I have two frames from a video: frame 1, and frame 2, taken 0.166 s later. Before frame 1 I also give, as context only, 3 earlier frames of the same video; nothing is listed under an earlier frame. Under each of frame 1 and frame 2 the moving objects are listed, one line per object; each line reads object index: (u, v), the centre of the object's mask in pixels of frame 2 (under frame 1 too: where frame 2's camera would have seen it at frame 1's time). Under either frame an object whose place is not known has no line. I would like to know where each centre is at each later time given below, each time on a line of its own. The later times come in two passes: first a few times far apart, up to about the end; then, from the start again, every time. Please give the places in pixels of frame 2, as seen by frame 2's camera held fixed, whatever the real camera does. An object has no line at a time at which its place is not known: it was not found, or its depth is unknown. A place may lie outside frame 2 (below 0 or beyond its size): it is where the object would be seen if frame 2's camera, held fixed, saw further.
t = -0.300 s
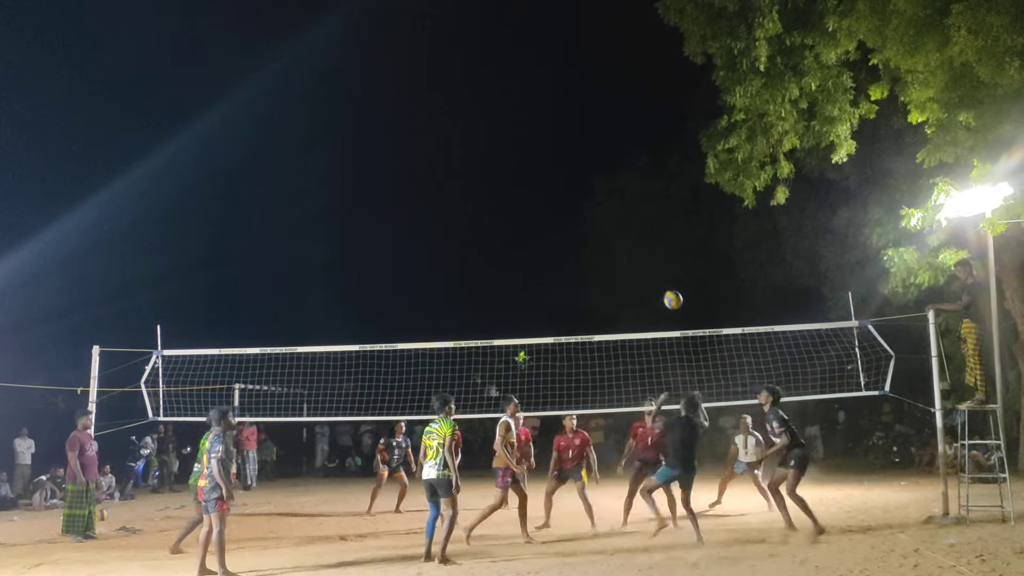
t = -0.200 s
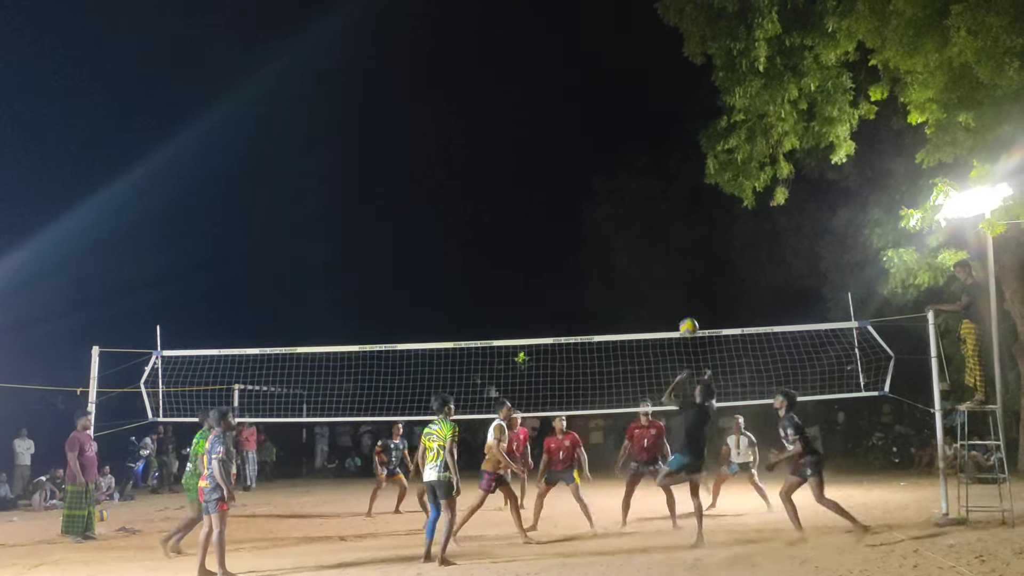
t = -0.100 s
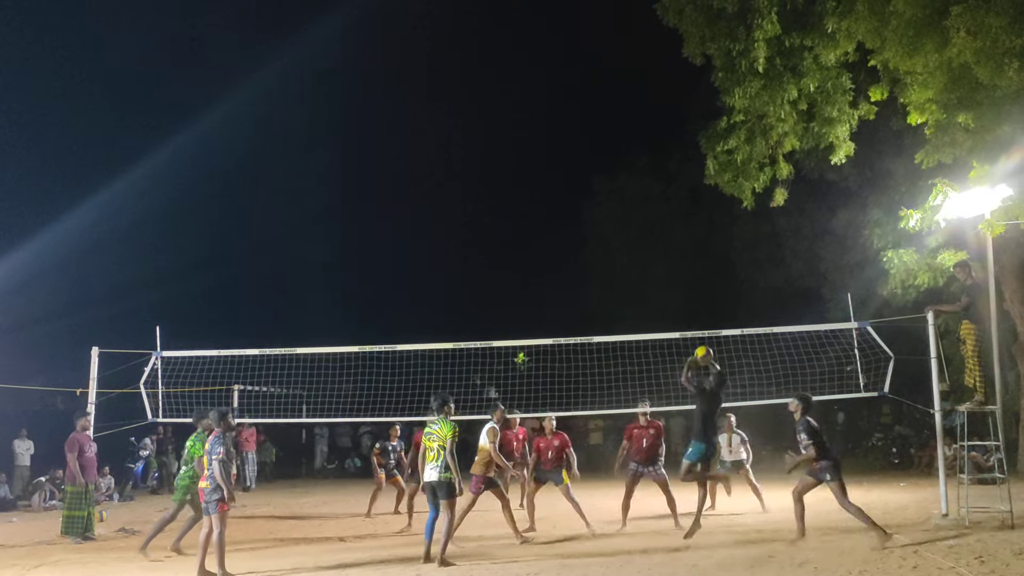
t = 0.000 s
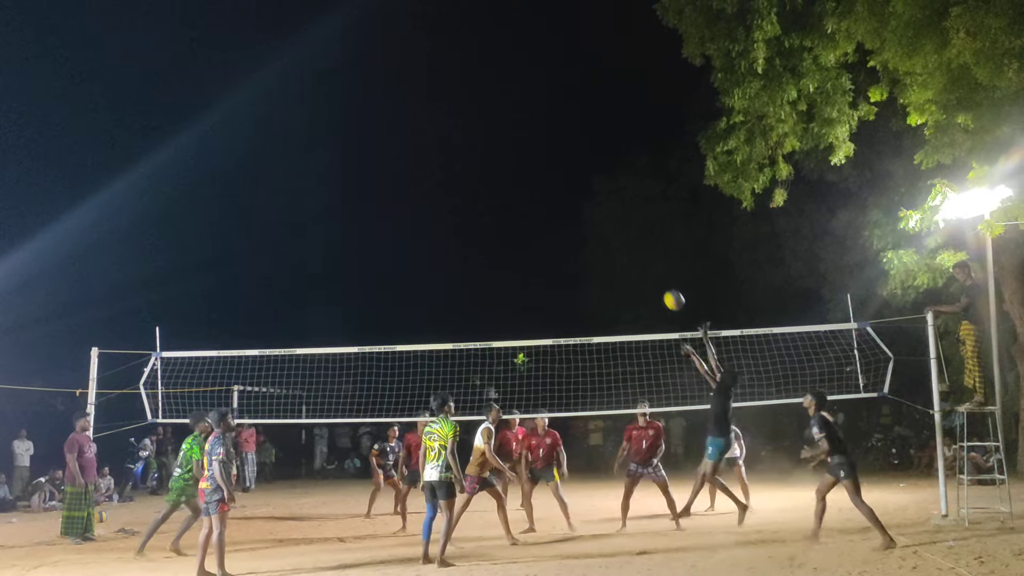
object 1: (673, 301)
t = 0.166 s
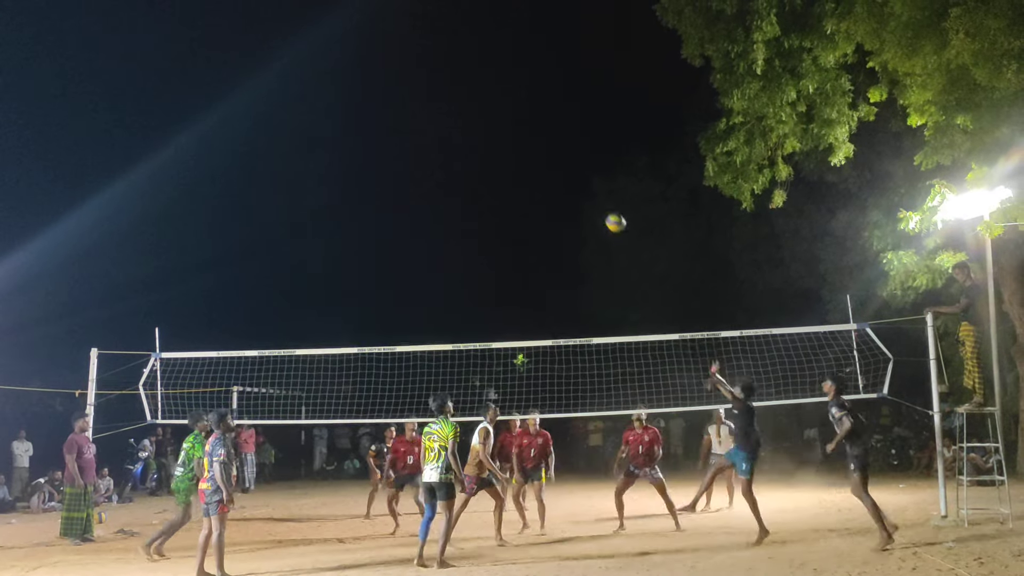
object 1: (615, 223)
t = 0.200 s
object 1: (604, 210)
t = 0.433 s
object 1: (532, 149)
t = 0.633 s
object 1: (475, 131)
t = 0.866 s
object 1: (412, 150)
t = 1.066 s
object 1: (362, 199)
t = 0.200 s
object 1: (604, 210)
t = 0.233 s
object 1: (593, 198)
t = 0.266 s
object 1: (583, 188)
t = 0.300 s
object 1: (572, 179)
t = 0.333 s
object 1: (562, 170)
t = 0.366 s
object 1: (552, 162)
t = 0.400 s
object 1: (542, 155)
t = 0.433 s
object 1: (532, 149)
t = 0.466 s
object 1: (522, 144)
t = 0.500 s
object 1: (513, 140)
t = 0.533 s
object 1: (503, 137)
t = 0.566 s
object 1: (494, 134)
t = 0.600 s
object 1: (485, 132)
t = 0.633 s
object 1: (475, 131)
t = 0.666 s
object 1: (466, 132)
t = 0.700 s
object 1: (457, 133)
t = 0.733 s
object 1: (448, 134)
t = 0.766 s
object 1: (439, 137)
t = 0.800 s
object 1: (430, 141)
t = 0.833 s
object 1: (421, 145)
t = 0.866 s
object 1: (412, 150)
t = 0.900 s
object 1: (403, 157)
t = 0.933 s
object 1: (395, 164)
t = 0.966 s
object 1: (387, 171)
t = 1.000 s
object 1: (378, 180)
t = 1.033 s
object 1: (370, 189)
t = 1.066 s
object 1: (362, 199)
